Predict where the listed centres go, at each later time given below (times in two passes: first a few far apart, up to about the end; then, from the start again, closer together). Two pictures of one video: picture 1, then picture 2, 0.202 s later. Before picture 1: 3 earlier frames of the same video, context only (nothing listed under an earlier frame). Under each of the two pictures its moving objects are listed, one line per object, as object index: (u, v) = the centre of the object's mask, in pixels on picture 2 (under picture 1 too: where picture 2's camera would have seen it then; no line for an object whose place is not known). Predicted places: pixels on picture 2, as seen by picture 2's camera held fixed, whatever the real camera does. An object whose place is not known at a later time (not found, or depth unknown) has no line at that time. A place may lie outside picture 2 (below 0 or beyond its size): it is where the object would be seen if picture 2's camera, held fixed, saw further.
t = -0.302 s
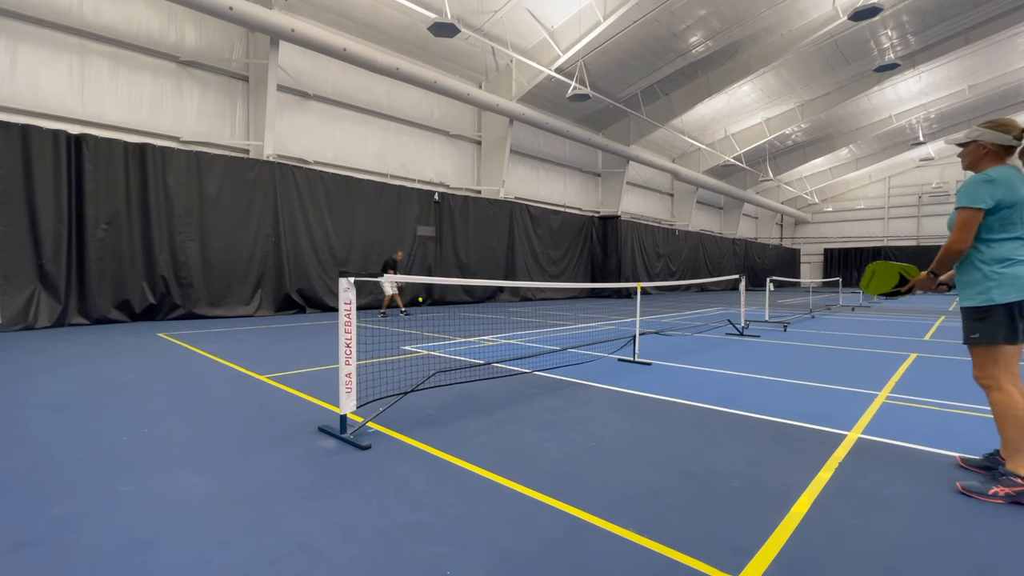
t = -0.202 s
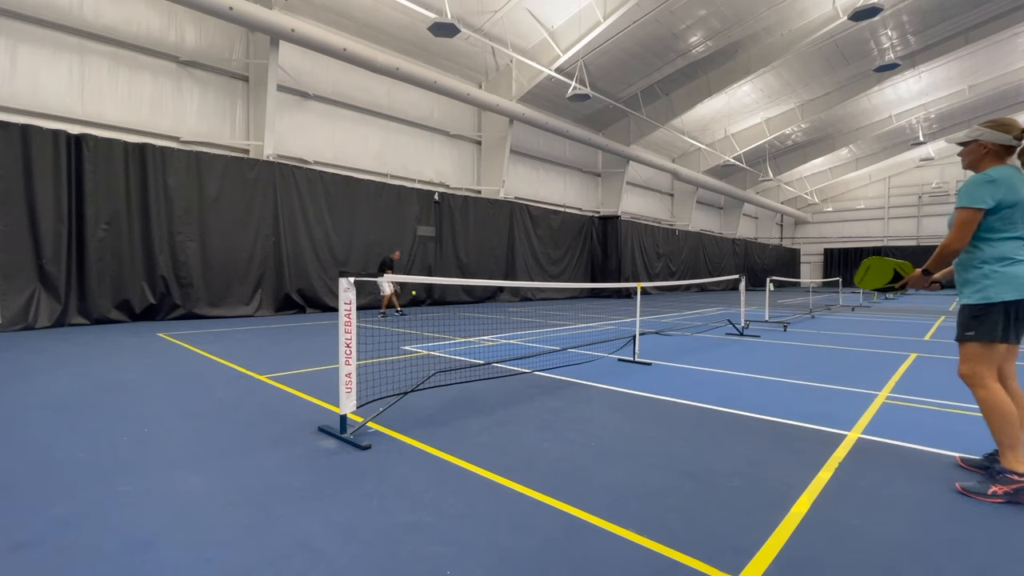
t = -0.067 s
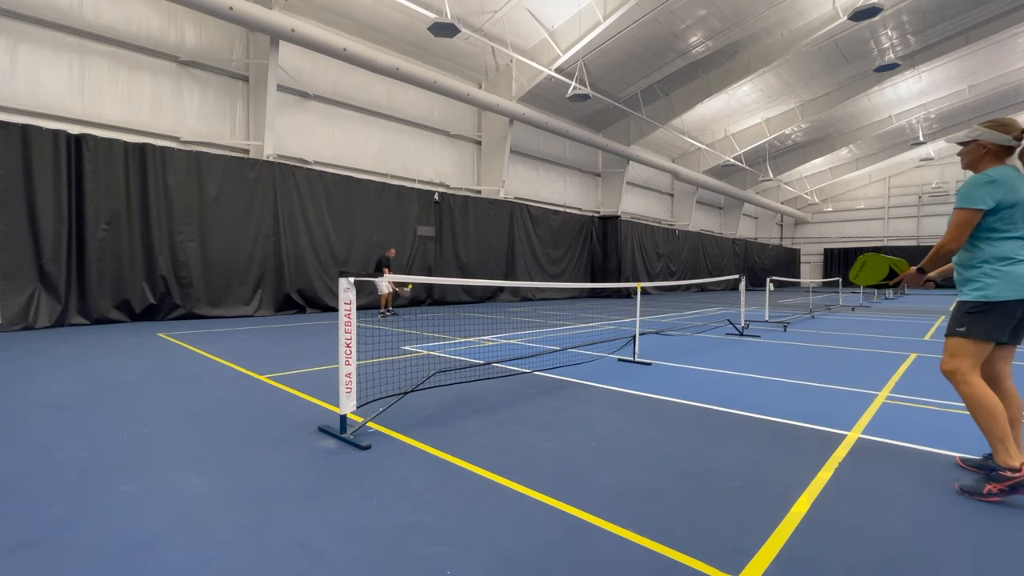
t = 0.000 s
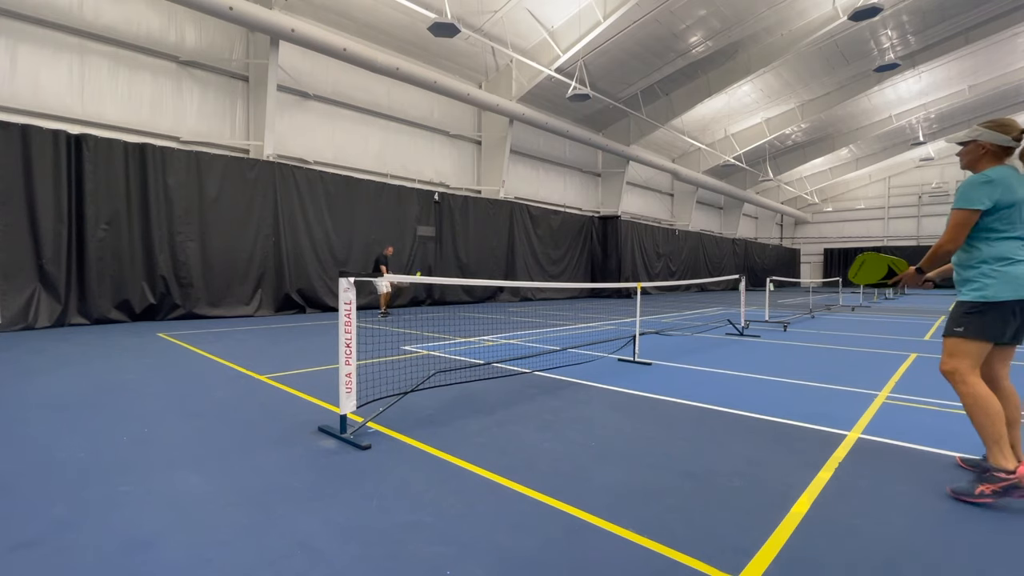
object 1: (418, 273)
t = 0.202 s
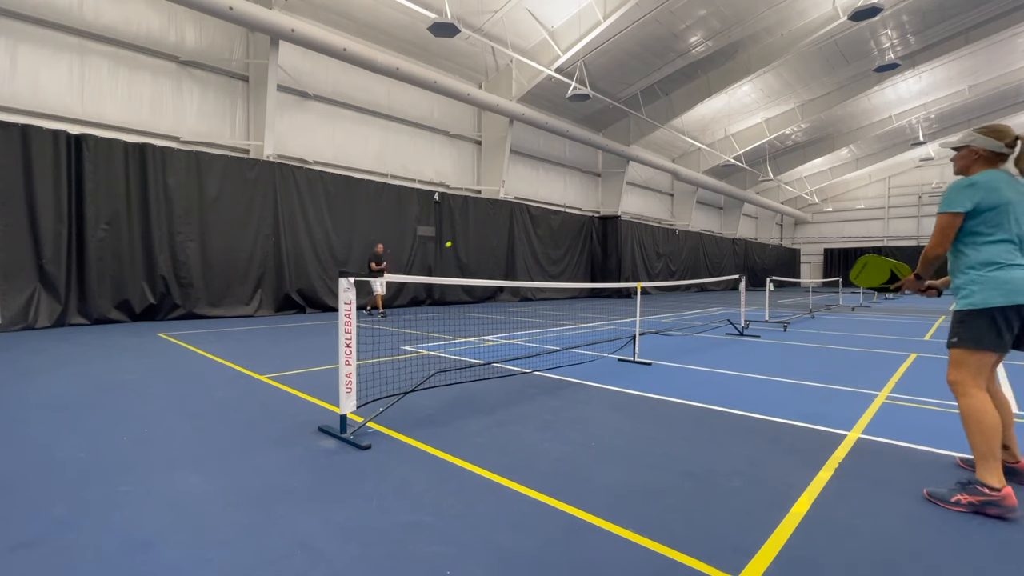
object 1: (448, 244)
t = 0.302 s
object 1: (467, 233)
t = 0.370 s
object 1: (481, 229)
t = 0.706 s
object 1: (583, 251)
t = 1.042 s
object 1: (783, 391)
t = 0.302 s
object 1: (467, 233)
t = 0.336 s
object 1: (474, 231)
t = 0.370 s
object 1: (481, 229)
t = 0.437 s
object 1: (497, 226)
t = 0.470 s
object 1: (505, 226)
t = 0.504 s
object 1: (514, 226)
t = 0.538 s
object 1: (524, 228)
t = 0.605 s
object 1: (545, 233)
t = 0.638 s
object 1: (557, 238)
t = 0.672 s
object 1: (570, 244)
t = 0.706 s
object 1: (583, 251)
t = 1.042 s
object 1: (783, 391)
